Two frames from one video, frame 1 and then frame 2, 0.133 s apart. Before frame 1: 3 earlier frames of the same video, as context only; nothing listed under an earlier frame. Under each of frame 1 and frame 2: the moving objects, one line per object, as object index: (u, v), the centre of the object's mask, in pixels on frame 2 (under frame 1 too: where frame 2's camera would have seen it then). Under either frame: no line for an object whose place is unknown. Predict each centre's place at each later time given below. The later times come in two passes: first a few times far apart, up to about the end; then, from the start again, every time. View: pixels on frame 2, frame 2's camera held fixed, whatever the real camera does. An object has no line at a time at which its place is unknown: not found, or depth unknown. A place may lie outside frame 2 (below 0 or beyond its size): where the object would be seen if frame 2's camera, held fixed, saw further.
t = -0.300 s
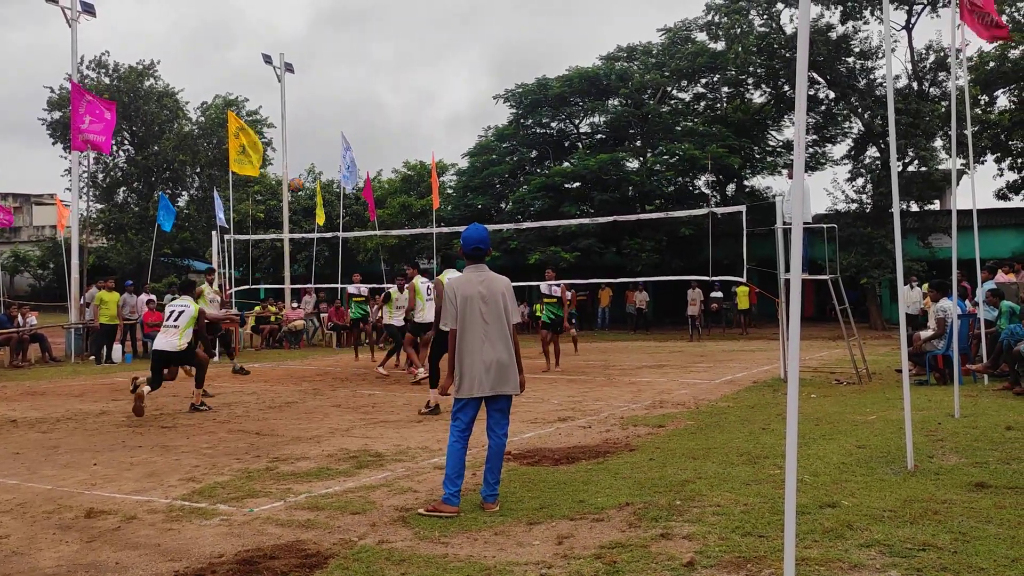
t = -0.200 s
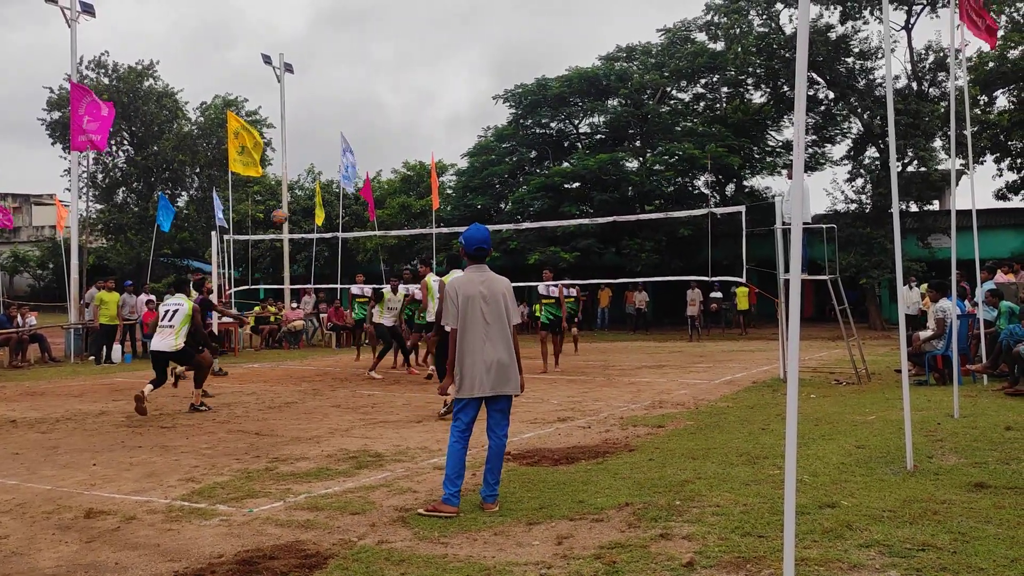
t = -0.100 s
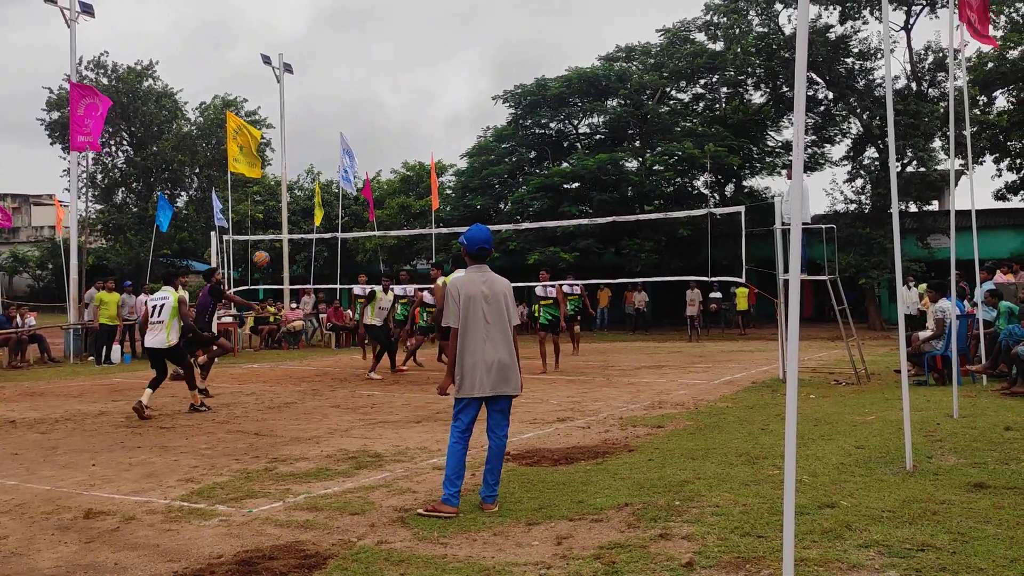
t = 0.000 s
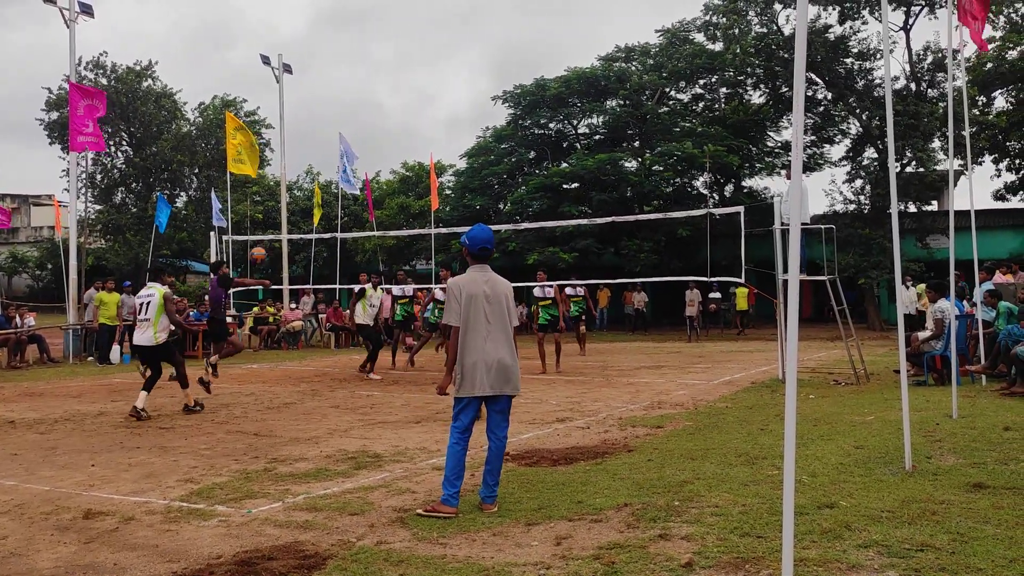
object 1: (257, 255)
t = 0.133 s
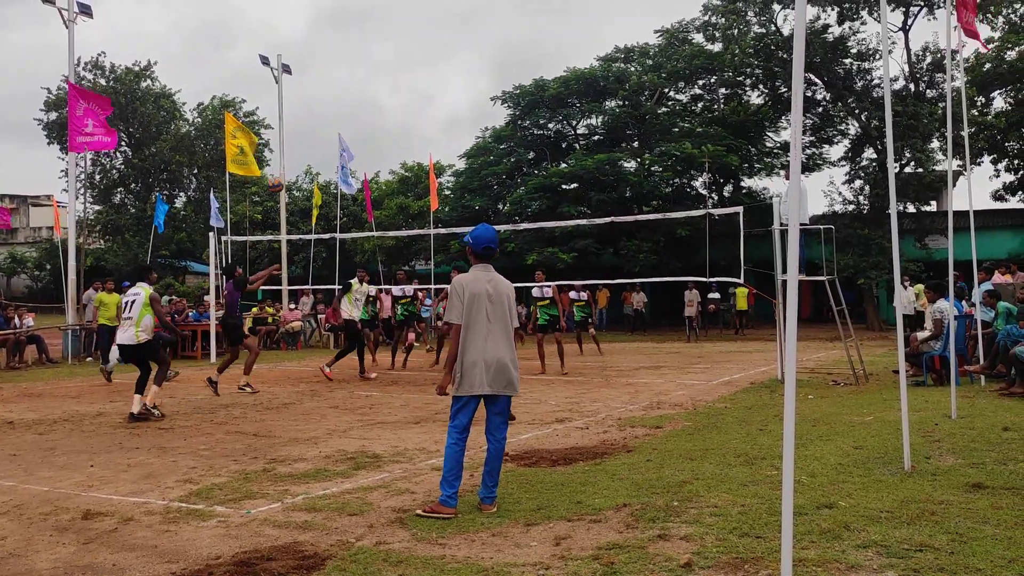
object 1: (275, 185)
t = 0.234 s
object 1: (289, 142)
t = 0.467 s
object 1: (319, 75)
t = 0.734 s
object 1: (353, 46)
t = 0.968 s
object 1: (381, 60)
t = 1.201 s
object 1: (407, 105)
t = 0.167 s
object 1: (280, 170)
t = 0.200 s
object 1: (284, 156)
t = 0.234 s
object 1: (289, 142)
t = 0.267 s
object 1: (293, 130)
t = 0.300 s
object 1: (297, 119)
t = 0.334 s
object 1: (301, 108)
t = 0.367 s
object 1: (306, 99)
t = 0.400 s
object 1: (310, 90)
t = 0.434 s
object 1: (314, 82)
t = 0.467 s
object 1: (319, 75)
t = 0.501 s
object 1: (323, 69)
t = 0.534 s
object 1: (328, 63)
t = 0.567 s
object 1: (332, 58)
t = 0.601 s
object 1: (336, 54)
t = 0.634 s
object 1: (340, 51)
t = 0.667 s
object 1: (344, 48)
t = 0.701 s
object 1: (348, 47)
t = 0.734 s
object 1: (353, 46)
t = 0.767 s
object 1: (356, 46)
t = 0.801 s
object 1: (361, 46)
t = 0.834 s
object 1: (365, 48)
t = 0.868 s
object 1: (369, 50)
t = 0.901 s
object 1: (373, 52)
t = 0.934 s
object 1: (377, 56)
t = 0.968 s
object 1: (381, 60)
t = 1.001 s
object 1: (384, 64)
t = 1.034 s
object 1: (388, 70)
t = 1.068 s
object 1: (392, 75)
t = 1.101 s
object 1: (396, 82)
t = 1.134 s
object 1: (400, 89)
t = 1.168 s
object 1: (404, 97)
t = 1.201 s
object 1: (407, 105)
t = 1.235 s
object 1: (411, 114)
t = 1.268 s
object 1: (414, 124)
